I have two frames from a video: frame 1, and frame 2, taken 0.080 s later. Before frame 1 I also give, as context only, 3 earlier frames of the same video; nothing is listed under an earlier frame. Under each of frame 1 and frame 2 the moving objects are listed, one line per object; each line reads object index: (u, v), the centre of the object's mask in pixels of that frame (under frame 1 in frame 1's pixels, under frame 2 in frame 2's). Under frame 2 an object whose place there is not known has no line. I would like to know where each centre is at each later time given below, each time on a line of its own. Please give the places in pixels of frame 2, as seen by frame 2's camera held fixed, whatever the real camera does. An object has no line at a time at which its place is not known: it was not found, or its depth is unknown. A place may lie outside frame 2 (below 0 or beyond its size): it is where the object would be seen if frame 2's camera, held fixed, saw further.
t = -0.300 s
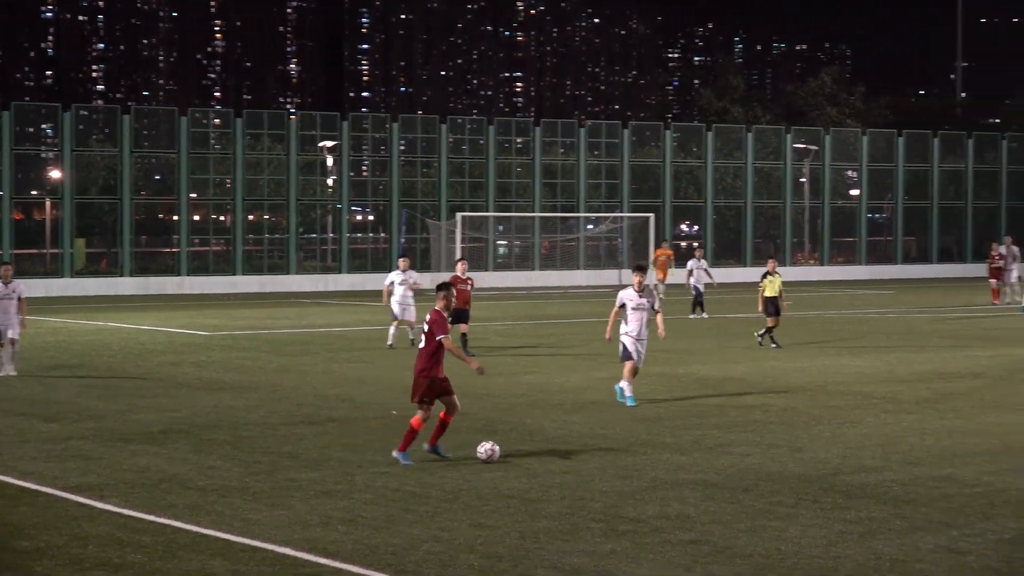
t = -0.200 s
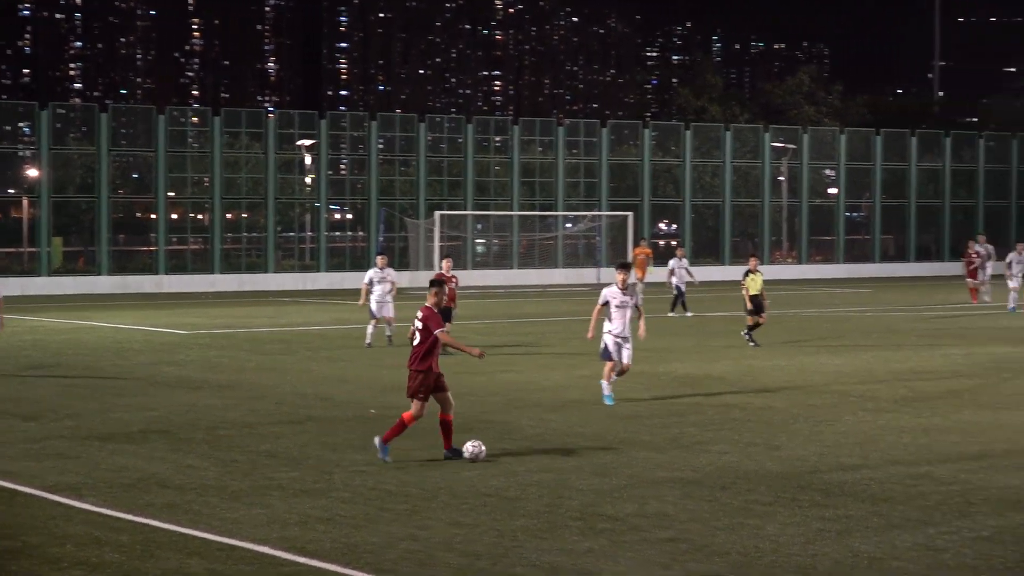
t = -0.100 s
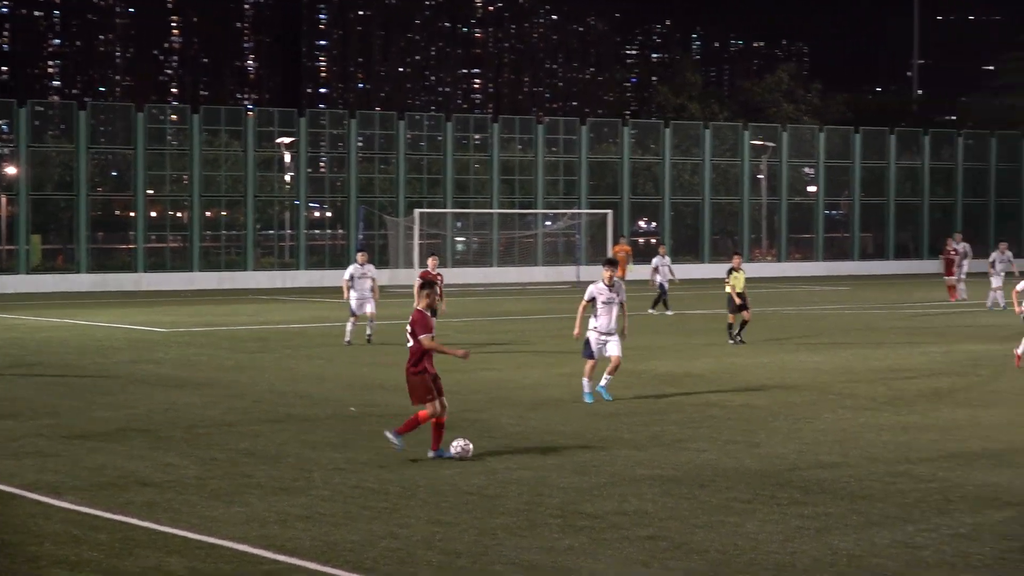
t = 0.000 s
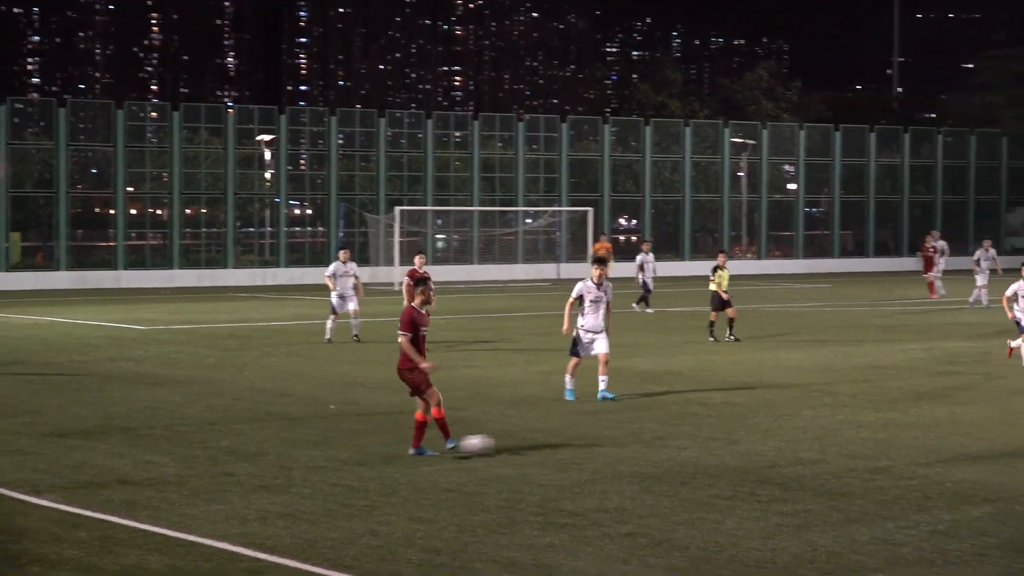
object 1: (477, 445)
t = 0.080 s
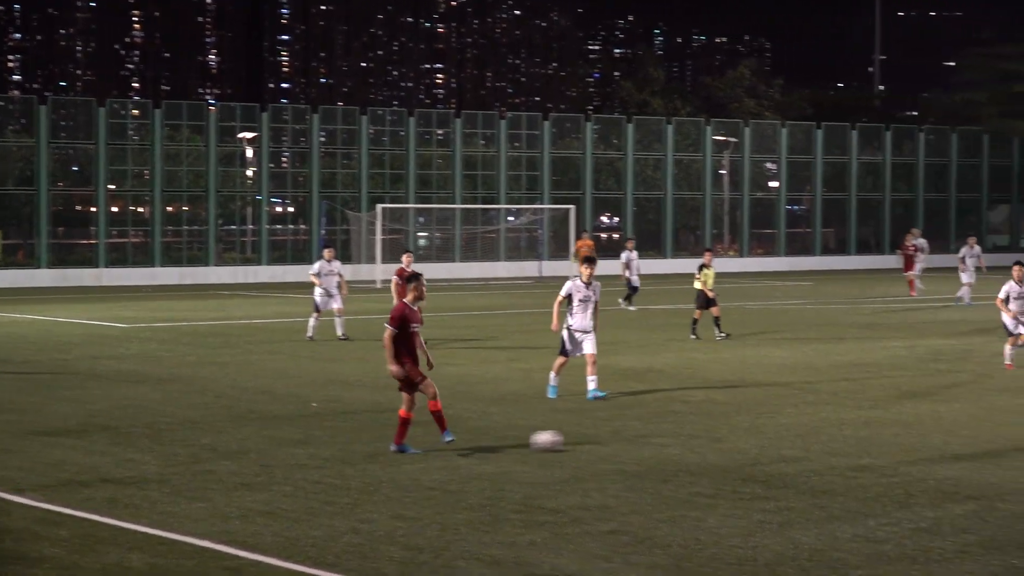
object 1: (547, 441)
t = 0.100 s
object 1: (568, 441)
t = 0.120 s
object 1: (589, 439)
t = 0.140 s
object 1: (609, 438)
